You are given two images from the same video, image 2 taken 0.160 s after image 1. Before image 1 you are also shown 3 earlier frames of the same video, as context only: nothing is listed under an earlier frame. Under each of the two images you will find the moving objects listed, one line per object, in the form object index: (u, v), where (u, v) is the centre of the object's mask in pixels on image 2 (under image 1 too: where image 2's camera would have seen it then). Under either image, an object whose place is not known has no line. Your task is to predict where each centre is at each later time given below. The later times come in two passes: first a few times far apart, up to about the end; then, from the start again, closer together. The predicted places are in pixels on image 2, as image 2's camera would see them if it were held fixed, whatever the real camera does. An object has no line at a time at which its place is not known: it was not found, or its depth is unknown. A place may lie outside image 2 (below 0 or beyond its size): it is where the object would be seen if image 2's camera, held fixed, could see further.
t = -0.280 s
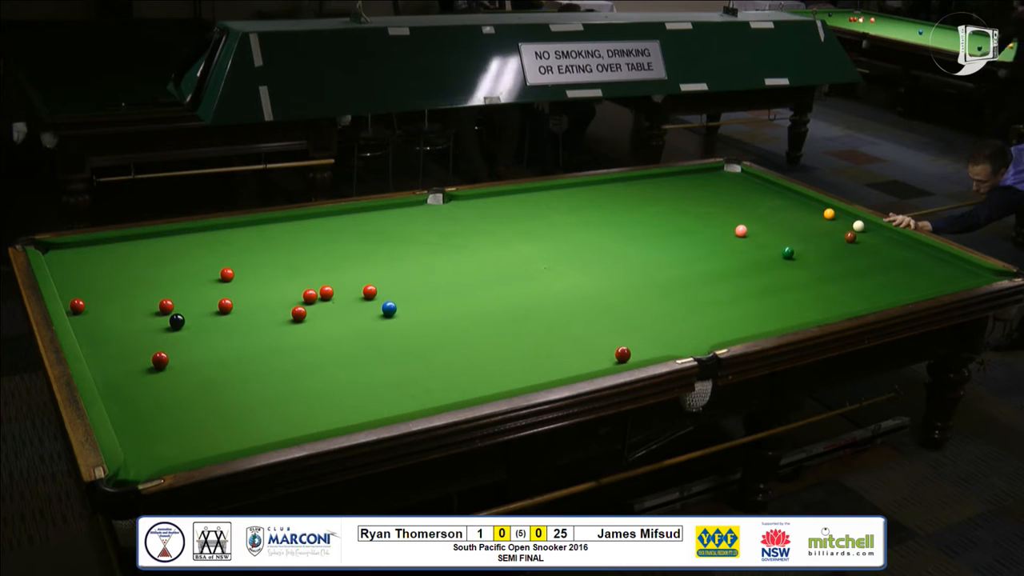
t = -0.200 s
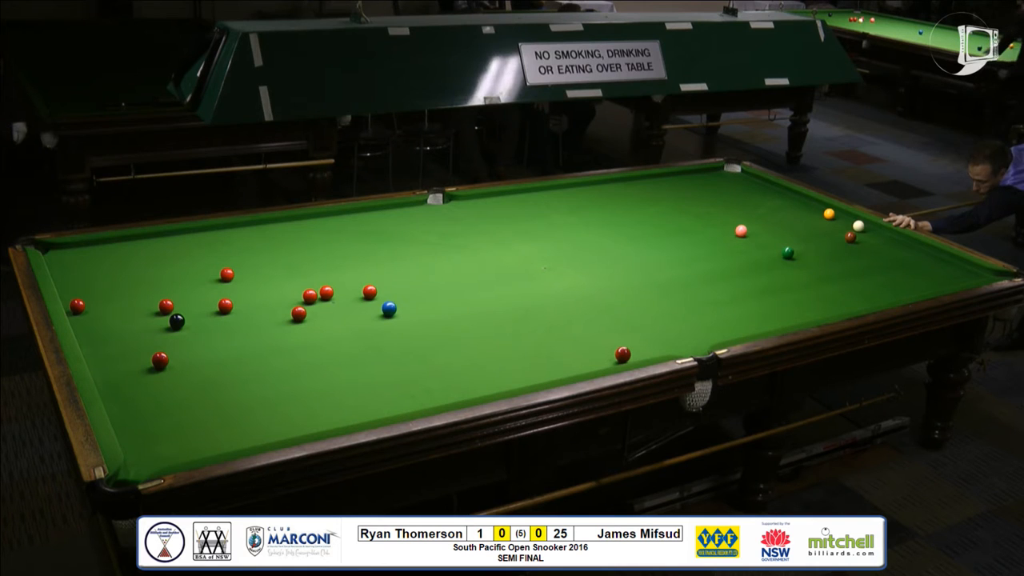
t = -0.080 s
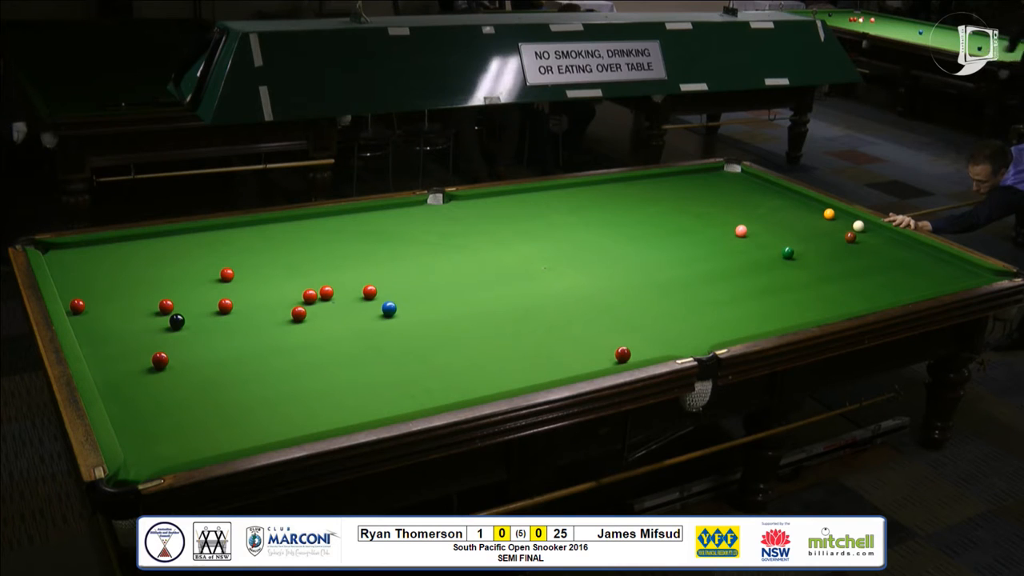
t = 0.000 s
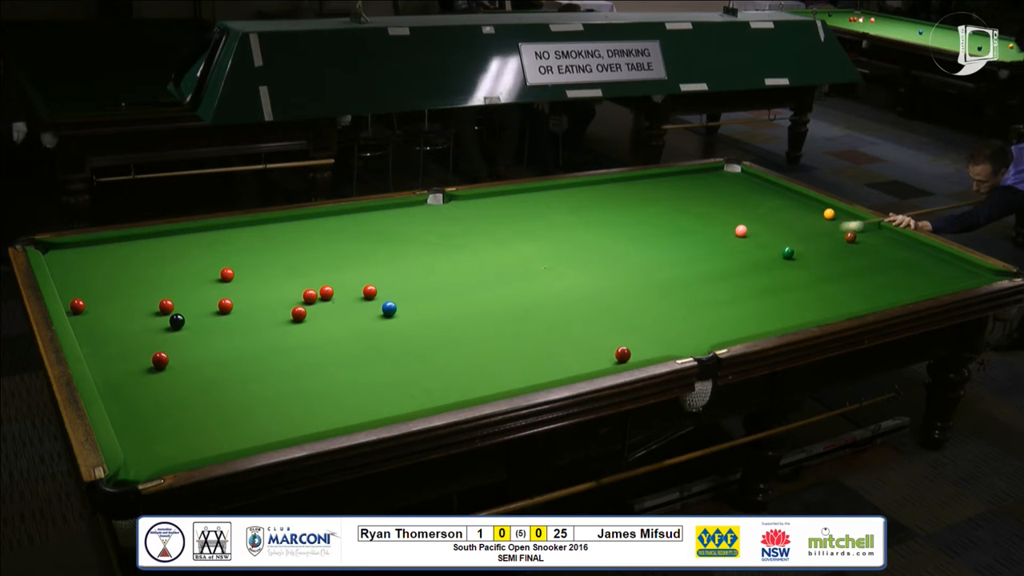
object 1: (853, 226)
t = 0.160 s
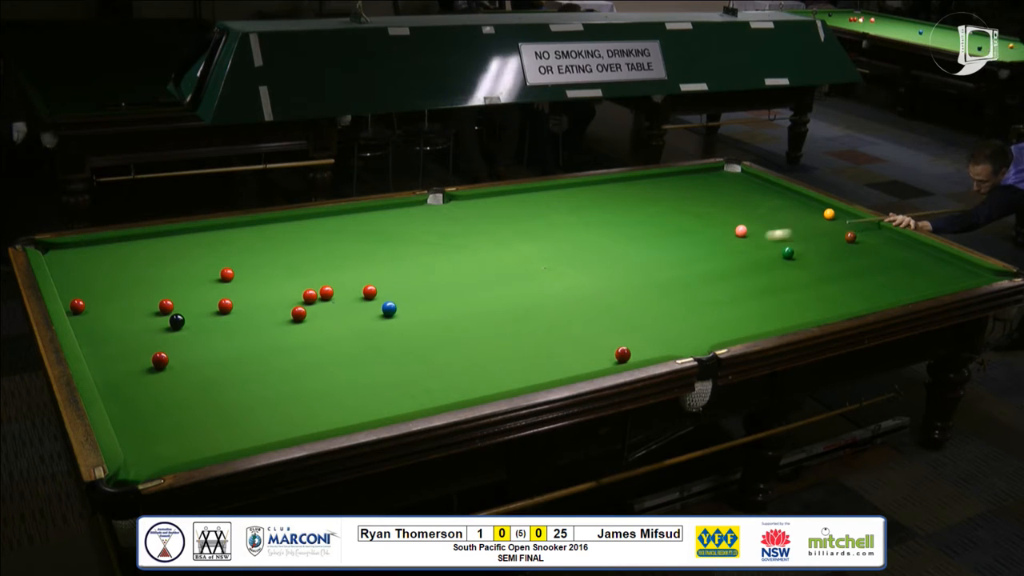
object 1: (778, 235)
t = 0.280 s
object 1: (718, 241)
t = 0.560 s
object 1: (562, 259)
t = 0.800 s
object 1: (408, 276)
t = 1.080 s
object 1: (206, 298)
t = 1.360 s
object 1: (114, 286)
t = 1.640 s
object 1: (77, 270)
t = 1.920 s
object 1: (116, 250)
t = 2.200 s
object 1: (152, 236)
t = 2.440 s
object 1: (187, 239)
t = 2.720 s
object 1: (228, 243)
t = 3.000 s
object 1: (267, 246)
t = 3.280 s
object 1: (304, 249)
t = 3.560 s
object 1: (340, 251)
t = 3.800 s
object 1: (369, 254)
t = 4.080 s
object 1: (401, 256)
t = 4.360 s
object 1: (431, 258)
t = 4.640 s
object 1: (459, 260)
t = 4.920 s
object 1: (484, 262)
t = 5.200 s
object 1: (508, 264)
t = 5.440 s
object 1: (527, 265)
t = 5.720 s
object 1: (547, 267)
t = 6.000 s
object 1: (565, 268)
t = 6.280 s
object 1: (580, 270)
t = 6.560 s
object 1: (593, 271)
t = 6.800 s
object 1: (602, 272)
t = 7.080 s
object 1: (612, 273)
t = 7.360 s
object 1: (619, 274)
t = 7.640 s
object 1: (624, 275)
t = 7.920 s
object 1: (627, 275)
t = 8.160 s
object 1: (628, 275)
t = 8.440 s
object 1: (628, 275)
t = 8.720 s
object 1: (628, 275)
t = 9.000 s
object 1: (628, 275)
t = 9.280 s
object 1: (628, 275)
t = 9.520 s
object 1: (628, 275)
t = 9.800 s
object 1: (628, 275)
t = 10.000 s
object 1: (628, 275)
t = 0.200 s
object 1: (760, 237)
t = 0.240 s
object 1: (739, 239)
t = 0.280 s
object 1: (718, 241)
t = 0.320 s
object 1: (698, 244)
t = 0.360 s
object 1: (676, 246)
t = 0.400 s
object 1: (654, 249)
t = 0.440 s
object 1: (632, 251)
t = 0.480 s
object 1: (609, 254)
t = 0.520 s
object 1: (585, 256)
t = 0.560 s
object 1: (562, 259)
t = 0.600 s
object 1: (537, 262)
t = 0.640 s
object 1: (512, 265)
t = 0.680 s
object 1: (487, 267)
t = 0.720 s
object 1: (461, 270)
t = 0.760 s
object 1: (434, 273)
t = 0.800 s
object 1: (408, 276)
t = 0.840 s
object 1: (382, 279)
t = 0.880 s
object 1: (352, 282)
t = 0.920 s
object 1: (326, 283)
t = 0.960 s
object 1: (294, 288)
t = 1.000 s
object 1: (267, 292)
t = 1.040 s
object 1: (239, 294)
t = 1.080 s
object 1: (206, 298)
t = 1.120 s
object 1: (183, 300)
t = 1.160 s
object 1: (169, 298)
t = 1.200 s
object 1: (160, 295)
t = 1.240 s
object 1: (150, 292)
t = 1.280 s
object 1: (139, 290)
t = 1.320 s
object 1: (127, 288)
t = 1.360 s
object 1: (114, 286)
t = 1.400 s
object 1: (101, 284)
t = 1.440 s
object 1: (88, 283)
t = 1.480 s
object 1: (76, 281)
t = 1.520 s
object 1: (64, 279)
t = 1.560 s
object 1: (63, 277)
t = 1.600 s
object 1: (71, 273)
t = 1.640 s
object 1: (77, 270)
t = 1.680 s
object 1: (84, 267)
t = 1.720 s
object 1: (89, 264)
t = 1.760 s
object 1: (95, 261)
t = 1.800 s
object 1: (101, 258)
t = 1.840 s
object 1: (106, 256)
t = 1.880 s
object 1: (111, 253)
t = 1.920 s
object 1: (116, 250)
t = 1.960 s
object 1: (122, 248)
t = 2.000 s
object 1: (127, 245)
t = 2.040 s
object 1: (132, 242)
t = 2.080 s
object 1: (136, 240)
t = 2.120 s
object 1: (141, 237)
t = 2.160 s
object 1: (146, 235)
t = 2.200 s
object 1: (152, 236)
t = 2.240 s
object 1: (158, 237)
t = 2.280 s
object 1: (164, 237)
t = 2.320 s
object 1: (170, 238)
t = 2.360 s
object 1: (175, 238)
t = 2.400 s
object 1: (182, 239)
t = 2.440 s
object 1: (187, 239)
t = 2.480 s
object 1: (194, 240)
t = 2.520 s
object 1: (199, 240)
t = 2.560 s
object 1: (205, 241)
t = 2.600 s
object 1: (211, 241)
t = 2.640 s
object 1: (216, 242)
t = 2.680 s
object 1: (222, 242)
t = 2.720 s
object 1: (228, 243)
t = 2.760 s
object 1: (234, 243)
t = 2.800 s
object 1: (239, 243)
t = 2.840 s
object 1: (245, 244)
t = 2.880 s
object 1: (251, 244)
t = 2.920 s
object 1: (256, 245)
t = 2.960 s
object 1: (261, 245)
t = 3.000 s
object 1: (267, 246)
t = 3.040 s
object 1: (272, 246)
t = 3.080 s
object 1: (278, 246)
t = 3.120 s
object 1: (283, 247)
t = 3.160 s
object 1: (289, 247)
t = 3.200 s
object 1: (294, 248)
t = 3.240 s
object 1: (299, 248)
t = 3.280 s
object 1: (304, 249)
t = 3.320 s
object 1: (310, 249)
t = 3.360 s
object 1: (315, 250)
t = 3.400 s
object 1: (320, 250)
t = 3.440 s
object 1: (325, 250)
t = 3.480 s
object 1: (330, 251)
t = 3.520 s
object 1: (335, 251)
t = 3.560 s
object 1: (340, 251)
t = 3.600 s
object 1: (345, 252)
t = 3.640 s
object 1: (350, 252)
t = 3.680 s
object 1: (355, 253)
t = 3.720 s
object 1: (359, 253)
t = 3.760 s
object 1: (364, 253)
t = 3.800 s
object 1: (369, 254)
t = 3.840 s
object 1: (373, 254)
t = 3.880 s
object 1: (378, 254)
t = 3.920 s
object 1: (383, 255)
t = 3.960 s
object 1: (387, 255)
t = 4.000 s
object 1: (392, 255)
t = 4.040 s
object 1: (396, 256)
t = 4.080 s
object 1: (401, 256)
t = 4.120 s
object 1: (405, 256)
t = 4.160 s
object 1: (410, 256)
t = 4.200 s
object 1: (414, 257)
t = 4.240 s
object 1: (418, 257)
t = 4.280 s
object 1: (422, 258)
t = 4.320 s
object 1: (426, 258)
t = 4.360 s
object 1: (431, 258)
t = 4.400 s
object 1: (435, 258)
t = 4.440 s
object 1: (439, 259)
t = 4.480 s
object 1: (443, 259)
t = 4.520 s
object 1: (447, 259)
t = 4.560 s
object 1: (451, 259)
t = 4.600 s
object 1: (455, 260)
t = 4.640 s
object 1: (459, 260)
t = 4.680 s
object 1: (462, 260)
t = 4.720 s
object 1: (466, 261)
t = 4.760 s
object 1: (470, 261)
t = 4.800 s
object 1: (473, 261)
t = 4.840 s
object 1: (477, 261)
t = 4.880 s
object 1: (481, 262)
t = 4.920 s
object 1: (484, 262)
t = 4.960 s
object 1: (488, 262)
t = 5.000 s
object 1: (492, 263)
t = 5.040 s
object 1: (495, 263)
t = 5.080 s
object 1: (498, 263)
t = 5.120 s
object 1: (501, 263)
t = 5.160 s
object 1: (505, 264)
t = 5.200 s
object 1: (508, 264)
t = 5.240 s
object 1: (512, 264)
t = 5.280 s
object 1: (515, 264)
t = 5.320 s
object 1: (518, 265)
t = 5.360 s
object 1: (521, 265)
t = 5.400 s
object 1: (524, 265)
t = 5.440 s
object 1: (527, 265)
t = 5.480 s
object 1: (530, 265)
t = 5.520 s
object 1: (533, 266)
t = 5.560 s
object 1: (536, 266)
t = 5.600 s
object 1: (539, 266)
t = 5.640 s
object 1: (542, 266)
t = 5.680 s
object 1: (544, 266)
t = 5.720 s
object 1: (547, 267)
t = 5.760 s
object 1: (550, 267)
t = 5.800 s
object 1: (553, 267)
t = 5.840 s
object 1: (555, 267)
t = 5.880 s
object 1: (558, 267)
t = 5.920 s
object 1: (560, 268)
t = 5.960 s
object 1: (563, 268)
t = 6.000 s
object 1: (565, 268)
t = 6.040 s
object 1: (567, 268)
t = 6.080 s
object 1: (570, 269)
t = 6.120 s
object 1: (572, 269)
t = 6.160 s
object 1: (574, 269)
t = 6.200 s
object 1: (576, 269)
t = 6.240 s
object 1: (578, 269)
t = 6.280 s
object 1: (580, 270)
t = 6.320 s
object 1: (582, 270)
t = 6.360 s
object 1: (584, 270)
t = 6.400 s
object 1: (586, 270)
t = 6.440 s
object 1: (588, 270)
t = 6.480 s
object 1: (590, 271)
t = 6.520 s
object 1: (592, 271)
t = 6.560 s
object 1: (593, 271)
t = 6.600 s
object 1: (595, 271)
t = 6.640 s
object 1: (597, 272)
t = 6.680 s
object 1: (598, 272)
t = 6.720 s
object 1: (600, 272)
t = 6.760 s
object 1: (601, 272)
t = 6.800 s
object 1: (602, 272)
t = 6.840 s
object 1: (604, 272)
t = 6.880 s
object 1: (605, 272)
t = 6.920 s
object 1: (607, 272)
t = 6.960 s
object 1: (608, 273)
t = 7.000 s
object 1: (609, 273)
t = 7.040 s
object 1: (611, 273)
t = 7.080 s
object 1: (612, 273)
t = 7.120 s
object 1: (613, 273)
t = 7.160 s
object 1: (614, 273)
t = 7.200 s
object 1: (615, 273)
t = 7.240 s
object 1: (616, 274)
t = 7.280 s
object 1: (617, 274)
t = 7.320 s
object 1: (618, 274)
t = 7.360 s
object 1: (619, 274)
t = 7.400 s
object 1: (620, 274)
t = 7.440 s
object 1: (620, 274)
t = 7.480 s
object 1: (621, 274)
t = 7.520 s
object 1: (622, 274)
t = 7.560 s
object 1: (623, 274)
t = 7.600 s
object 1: (623, 274)
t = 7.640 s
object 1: (624, 275)
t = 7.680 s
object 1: (624, 275)
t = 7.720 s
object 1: (625, 275)
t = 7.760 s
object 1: (626, 275)
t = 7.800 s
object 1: (626, 275)
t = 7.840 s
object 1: (626, 275)
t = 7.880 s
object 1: (627, 275)
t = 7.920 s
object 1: (627, 275)
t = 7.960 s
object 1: (627, 275)
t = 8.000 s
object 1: (628, 275)
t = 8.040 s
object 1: (628, 275)
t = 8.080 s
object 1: (628, 275)
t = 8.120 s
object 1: (628, 275)
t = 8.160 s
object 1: (628, 275)
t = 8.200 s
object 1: (628, 275)
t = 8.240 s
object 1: (628, 275)
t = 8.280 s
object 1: (628, 275)
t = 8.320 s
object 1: (628, 275)
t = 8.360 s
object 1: (628, 275)
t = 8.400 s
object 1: (628, 275)
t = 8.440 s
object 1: (628, 275)
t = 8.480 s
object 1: (628, 275)
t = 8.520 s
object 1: (628, 275)
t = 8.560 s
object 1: (628, 275)
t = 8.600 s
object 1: (628, 275)
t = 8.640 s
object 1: (628, 275)
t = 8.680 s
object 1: (628, 275)
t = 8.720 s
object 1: (628, 275)
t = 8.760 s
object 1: (628, 275)
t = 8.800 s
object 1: (628, 275)
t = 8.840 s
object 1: (628, 275)
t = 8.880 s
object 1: (628, 275)
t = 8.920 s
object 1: (628, 275)
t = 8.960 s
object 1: (628, 275)
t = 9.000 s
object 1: (628, 275)
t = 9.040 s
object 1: (628, 275)
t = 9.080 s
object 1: (628, 275)
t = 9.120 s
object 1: (628, 275)
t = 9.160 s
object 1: (628, 275)
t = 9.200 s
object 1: (628, 275)
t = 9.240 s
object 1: (628, 275)
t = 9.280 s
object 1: (628, 275)
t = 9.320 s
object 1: (628, 275)
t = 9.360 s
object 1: (628, 275)
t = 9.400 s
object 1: (628, 275)
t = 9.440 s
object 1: (628, 275)
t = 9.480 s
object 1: (628, 275)
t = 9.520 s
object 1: (628, 275)
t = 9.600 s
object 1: (628, 275)
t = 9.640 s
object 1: (628, 275)
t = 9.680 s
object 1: (628, 275)
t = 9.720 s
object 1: (628, 275)
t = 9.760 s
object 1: (628, 275)
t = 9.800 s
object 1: (628, 275)
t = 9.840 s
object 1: (628, 275)
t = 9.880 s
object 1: (628, 275)
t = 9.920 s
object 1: (628, 275)
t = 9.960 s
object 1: (628, 275)
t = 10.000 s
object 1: (628, 275)
